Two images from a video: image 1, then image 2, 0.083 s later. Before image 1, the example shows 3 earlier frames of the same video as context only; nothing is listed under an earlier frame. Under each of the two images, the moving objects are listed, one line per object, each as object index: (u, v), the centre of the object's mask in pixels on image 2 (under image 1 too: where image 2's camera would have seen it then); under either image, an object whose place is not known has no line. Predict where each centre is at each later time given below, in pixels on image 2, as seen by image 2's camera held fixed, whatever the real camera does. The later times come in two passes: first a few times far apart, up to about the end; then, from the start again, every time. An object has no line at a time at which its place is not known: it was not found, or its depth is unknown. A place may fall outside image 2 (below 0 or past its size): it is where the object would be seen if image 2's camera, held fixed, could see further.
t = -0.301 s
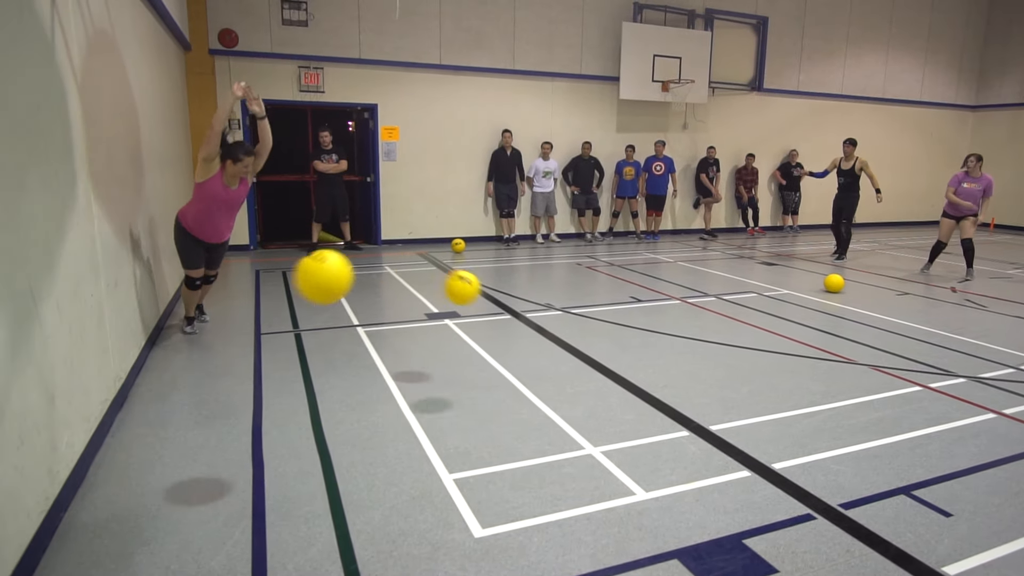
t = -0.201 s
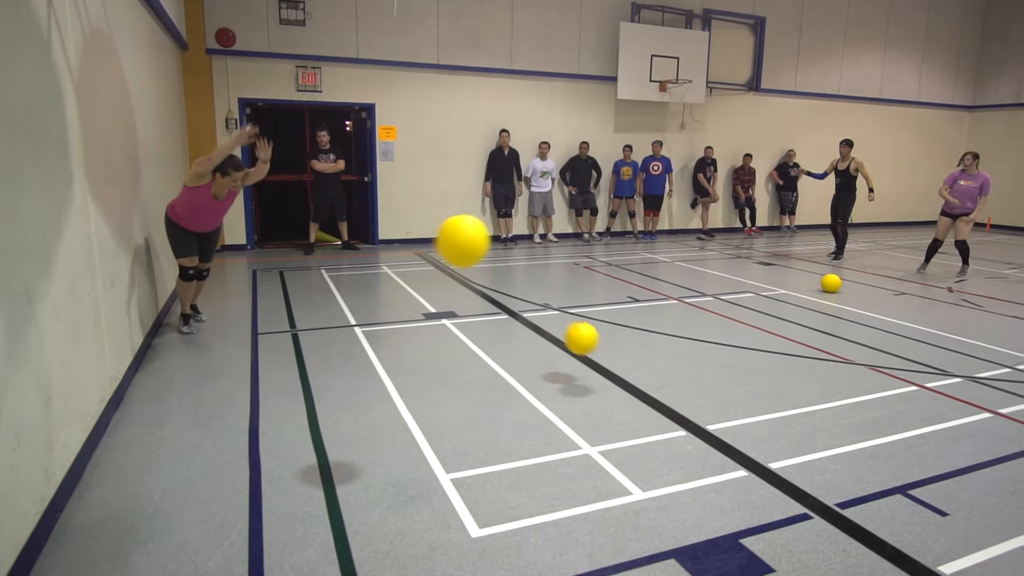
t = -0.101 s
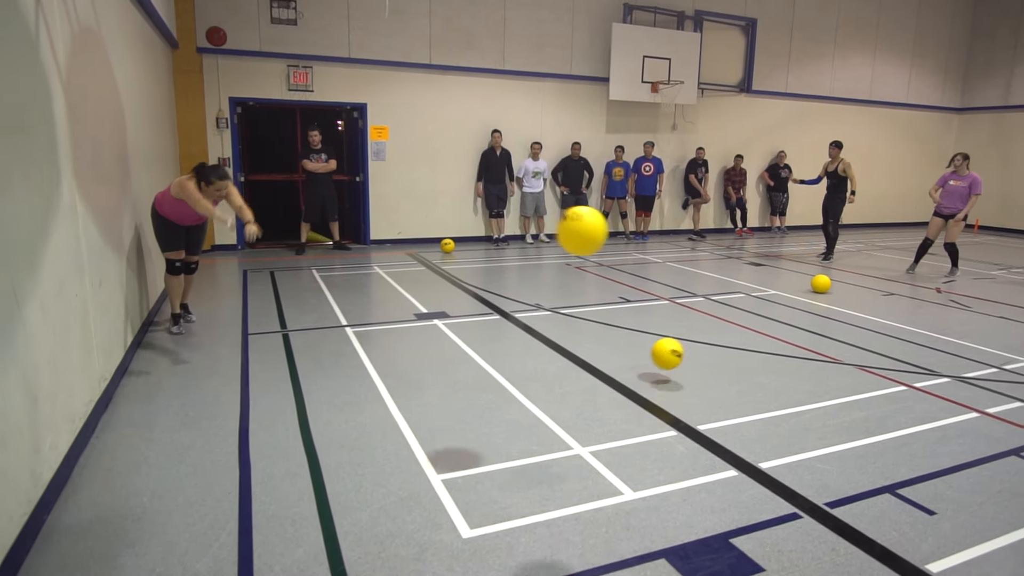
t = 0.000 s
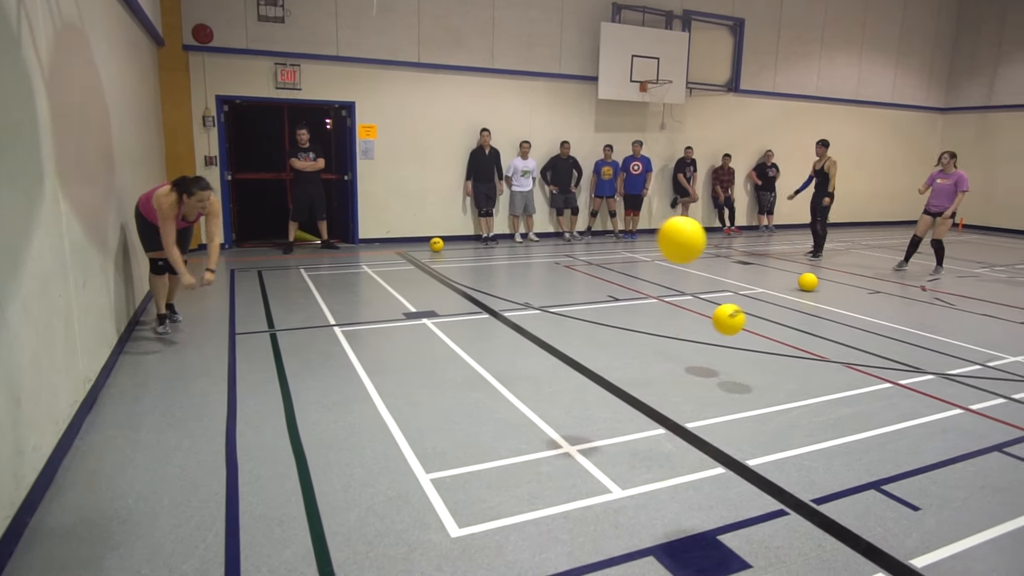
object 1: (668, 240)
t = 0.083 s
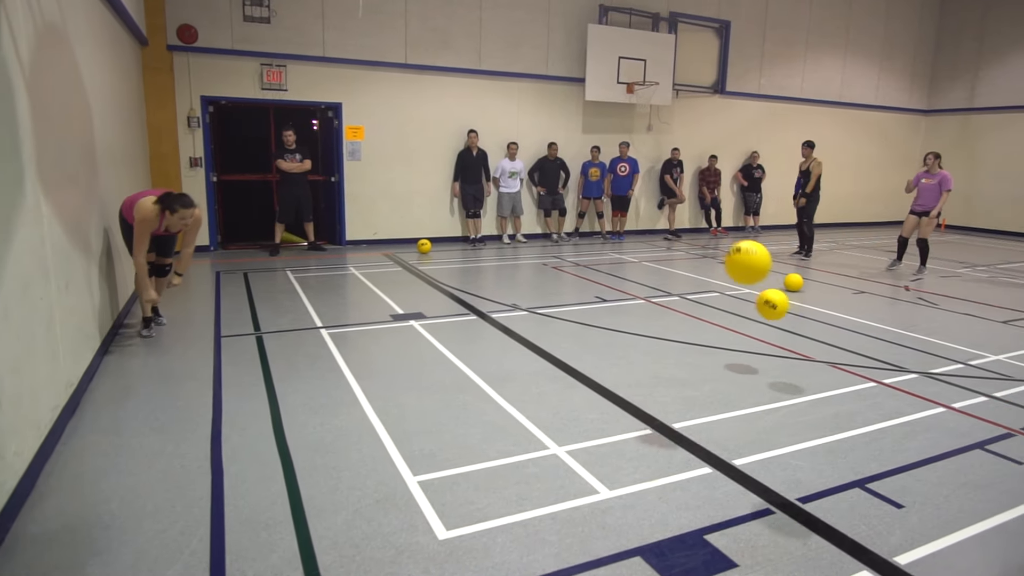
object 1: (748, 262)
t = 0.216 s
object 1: (855, 316)
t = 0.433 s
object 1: (973, 390)
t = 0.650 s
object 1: (1026, 337)
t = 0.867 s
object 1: (1063, 357)
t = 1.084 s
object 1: (1099, 363)
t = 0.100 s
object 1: (763, 267)
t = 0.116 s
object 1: (777, 273)
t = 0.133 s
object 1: (791, 279)
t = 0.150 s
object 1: (804, 286)
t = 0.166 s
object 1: (817, 293)
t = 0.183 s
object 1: (831, 300)
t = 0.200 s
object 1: (843, 307)
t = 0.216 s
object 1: (855, 316)
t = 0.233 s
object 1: (867, 324)
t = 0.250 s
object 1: (878, 332)
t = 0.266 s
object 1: (889, 340)
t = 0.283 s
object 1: (900, 349)
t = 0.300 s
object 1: (910, 358)
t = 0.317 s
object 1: (920, 367)
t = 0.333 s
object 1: (930, 376)
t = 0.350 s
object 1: (939, 385)
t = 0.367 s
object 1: (948, 395)
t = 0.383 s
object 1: (957, 405)
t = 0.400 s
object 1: (963, 405)
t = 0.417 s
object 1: (968, 397)
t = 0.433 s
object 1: (973, 390)
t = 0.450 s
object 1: (977, 383)
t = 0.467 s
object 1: (982, 377)
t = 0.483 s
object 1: (987, 371)
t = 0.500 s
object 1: (991, 366)
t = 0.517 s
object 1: (997, 361)
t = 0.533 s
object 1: (1001, 357)
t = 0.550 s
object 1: (1005, 353)
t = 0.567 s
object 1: (1008, 349)
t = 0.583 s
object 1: (1012, 346)
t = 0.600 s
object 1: (1016, 343)
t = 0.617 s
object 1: (1019, 341)
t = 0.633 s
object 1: (1023, 339)
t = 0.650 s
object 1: (1026, 337)
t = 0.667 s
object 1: (1030, 337)
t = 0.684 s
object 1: (1033, 336)
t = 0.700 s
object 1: (1036, 336)
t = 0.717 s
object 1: (1039, 336)
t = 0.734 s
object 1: (1042, 337)
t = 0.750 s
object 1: (1045, 338)
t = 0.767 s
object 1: (1048, 339)
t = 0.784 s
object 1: (1051, 342)
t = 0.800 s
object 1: (1053, 344)
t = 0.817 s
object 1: (1056, 347)
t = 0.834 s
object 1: (1058, 350)
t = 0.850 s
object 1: (1061, 353)
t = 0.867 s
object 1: (1063, 357)
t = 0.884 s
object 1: (1064, 362)
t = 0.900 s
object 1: (1067, 366)
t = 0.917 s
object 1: (1069, 371)
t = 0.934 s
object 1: (1070, 376)
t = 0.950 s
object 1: (1072, 382)
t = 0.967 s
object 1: (1074, 385)
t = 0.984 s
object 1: (1078, 382)
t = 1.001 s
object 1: (1082, 377)
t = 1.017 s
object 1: (1085, 373)
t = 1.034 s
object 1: (1089, 370)
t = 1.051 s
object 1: (1092, 367)
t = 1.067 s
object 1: (1095, 364)
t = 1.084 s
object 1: (1099, 363)
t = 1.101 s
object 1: (1102, 361)
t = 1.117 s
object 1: (1105, 359)
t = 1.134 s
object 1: (1108, 359)
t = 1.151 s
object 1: (1110, 358)
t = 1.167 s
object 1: (1113, 358)
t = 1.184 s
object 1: (1116, 358)
